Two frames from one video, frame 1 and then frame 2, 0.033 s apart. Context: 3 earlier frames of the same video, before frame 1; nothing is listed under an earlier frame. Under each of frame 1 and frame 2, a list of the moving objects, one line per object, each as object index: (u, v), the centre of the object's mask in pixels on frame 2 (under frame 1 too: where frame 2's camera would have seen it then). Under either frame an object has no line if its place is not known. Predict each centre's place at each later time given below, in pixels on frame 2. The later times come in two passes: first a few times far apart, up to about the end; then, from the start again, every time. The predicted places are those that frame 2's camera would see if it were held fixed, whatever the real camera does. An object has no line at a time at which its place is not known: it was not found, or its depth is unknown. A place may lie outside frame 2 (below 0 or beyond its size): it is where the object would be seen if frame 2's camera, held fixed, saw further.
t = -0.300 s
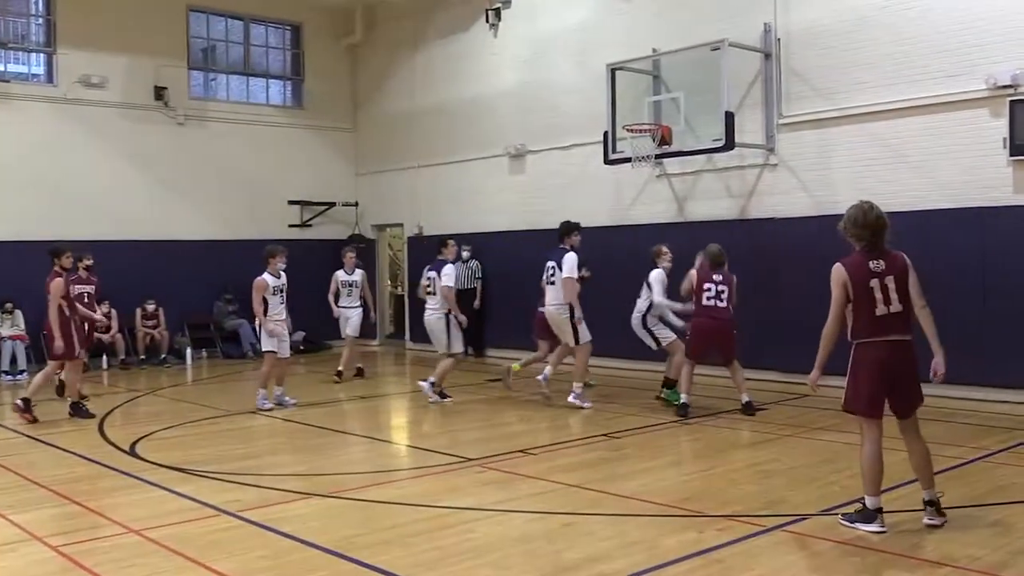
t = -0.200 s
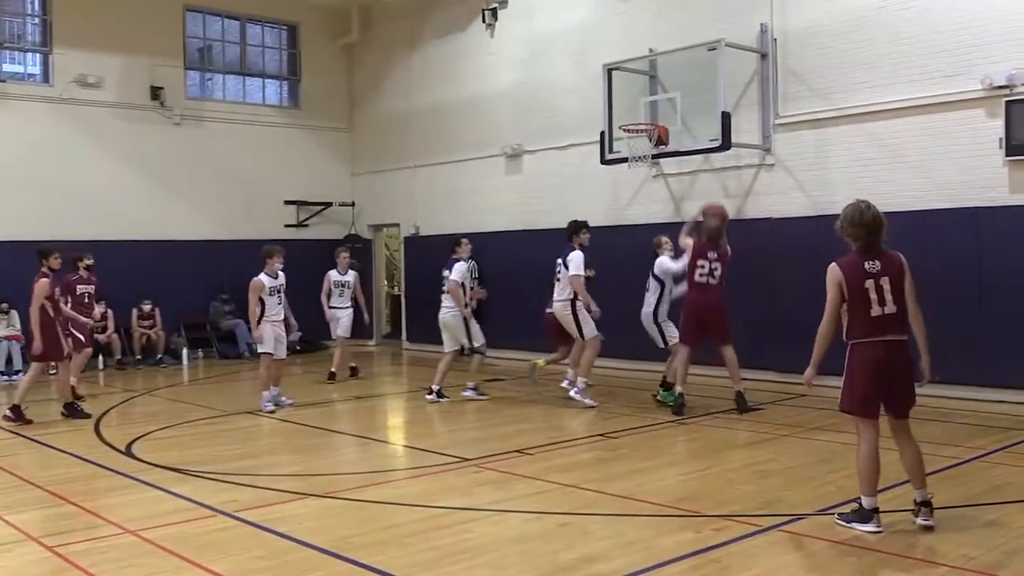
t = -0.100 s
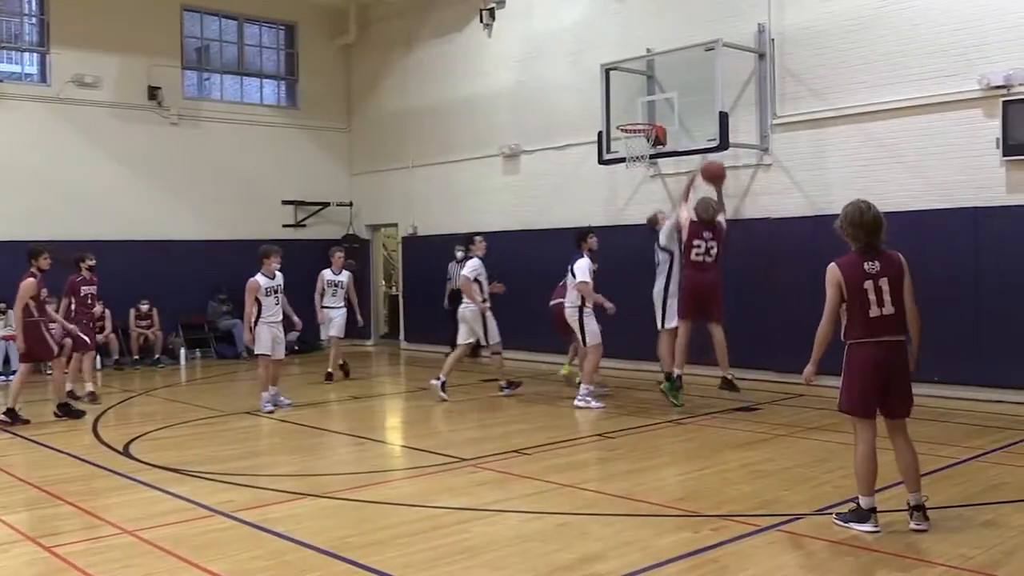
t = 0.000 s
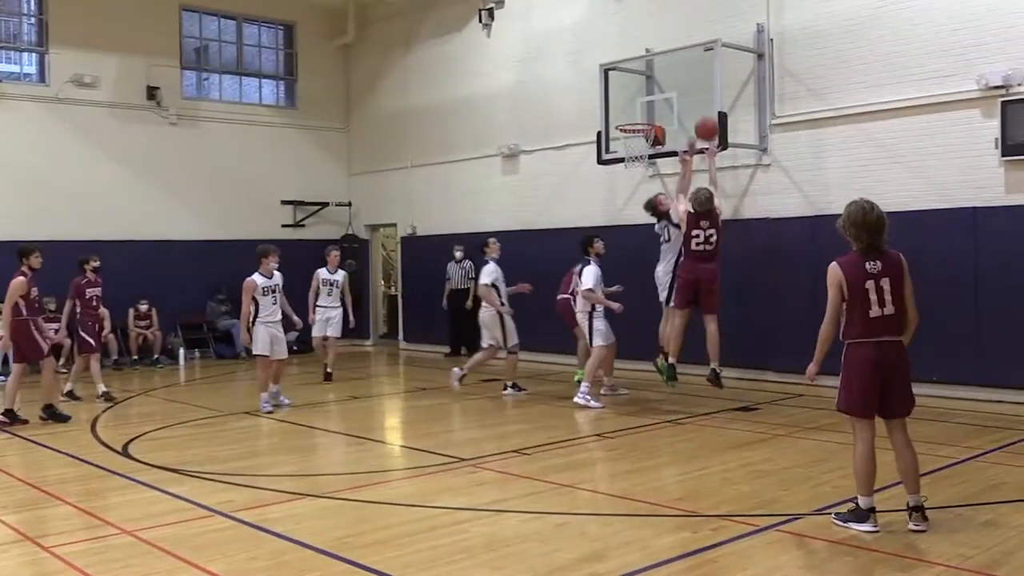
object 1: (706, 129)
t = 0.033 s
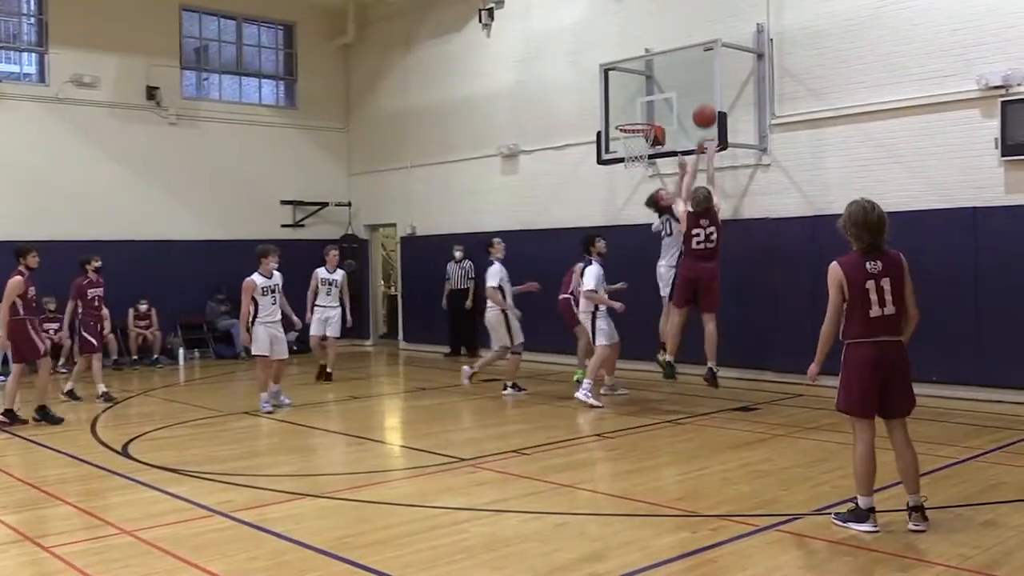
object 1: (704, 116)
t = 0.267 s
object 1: (695, 66)
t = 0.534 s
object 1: (685, 73)
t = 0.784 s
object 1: (679, 133)
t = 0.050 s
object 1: (704, 110)
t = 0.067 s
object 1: (703, 105)
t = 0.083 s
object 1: (702, 100)
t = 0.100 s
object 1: (701, 96)
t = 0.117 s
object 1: (701, 91)
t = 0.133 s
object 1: (700, 87)
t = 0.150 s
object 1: (699, 84)
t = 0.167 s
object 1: (699, 80)
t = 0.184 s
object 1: (698, 77)
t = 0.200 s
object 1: (697, 75)
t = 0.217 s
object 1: (697, 72)
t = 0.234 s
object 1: (696, 70)
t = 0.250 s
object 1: (696, 68)
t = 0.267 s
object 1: (695, 66)
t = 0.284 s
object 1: (694, 65)
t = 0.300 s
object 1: (693, 63)
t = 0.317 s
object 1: (693, 62)
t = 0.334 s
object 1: (692, 62)
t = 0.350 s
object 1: (692, 62)
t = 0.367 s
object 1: (691, 62)
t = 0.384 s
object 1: (690, 62)
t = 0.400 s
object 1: (690, 62)
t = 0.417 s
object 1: (689, 62)
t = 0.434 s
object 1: (689, 63)
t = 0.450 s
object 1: (688, 64)
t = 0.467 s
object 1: (688, 65)
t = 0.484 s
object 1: (687, 67)
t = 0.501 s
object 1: (687, 69)
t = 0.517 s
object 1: (686, 71)
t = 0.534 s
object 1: (685, 73)
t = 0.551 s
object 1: (685, 76)
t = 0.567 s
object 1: (684, 79)
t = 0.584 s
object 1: (684, 81)
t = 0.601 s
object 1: (684, 85)
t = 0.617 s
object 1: (683, 88)
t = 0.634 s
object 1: (683, 92)
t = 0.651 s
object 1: (682, 96)
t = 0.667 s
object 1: (682, 100)
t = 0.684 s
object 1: (681, 104)
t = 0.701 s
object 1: (681, 108)
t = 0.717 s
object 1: (680, 113)
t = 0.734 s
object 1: (680, 118)
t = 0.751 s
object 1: (680, 123)
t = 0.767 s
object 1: (679, 128)
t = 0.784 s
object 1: (679, 133)
